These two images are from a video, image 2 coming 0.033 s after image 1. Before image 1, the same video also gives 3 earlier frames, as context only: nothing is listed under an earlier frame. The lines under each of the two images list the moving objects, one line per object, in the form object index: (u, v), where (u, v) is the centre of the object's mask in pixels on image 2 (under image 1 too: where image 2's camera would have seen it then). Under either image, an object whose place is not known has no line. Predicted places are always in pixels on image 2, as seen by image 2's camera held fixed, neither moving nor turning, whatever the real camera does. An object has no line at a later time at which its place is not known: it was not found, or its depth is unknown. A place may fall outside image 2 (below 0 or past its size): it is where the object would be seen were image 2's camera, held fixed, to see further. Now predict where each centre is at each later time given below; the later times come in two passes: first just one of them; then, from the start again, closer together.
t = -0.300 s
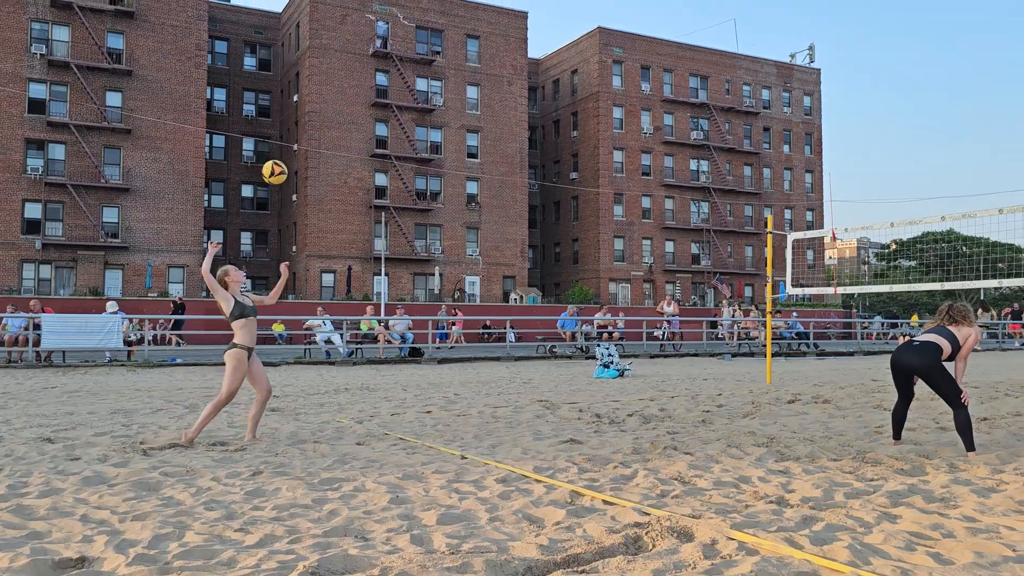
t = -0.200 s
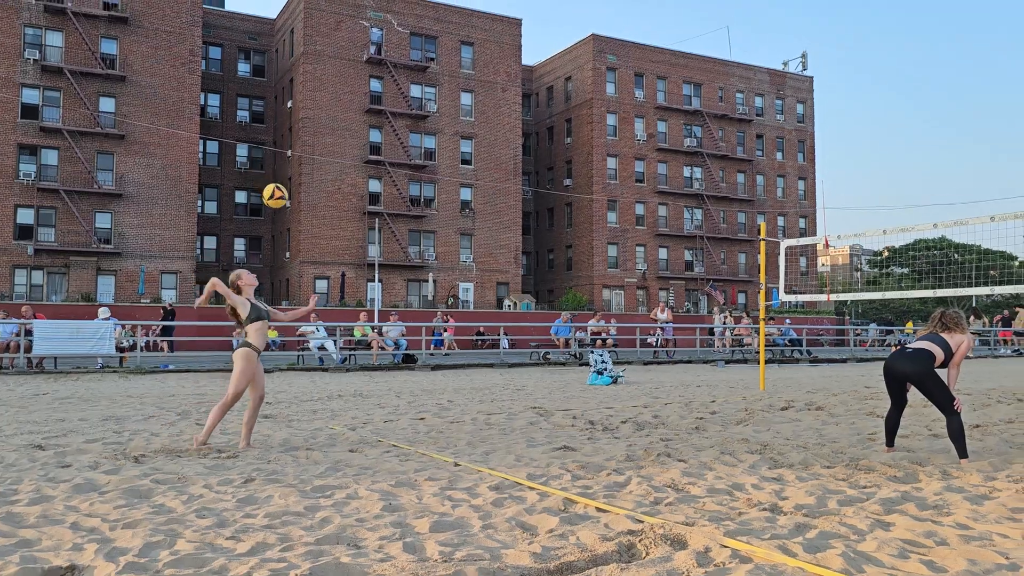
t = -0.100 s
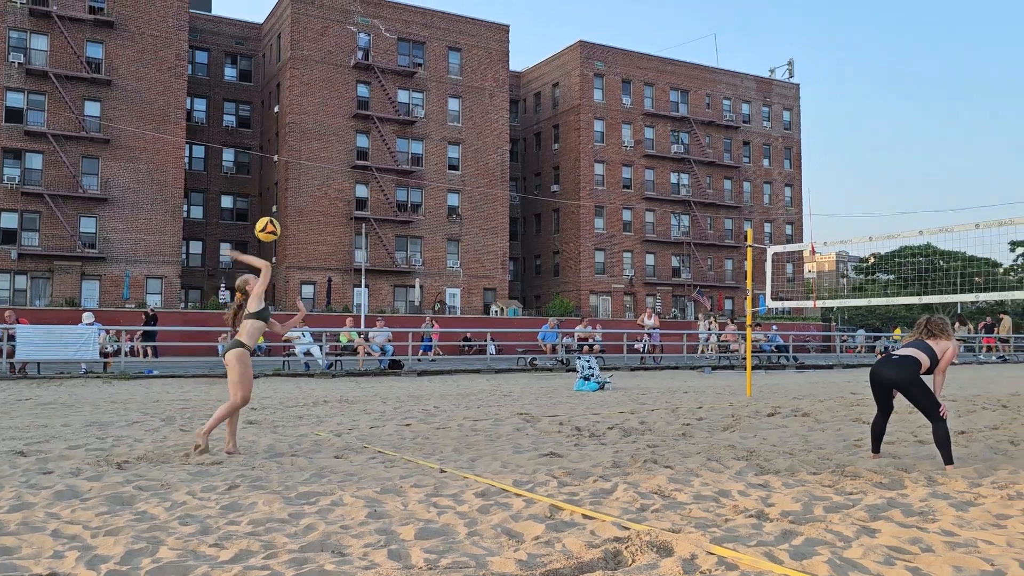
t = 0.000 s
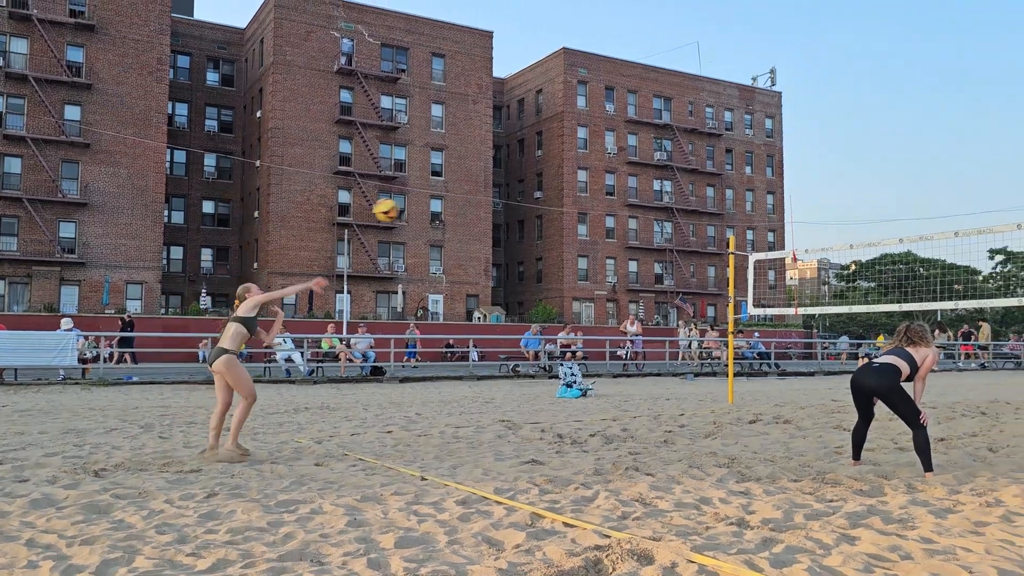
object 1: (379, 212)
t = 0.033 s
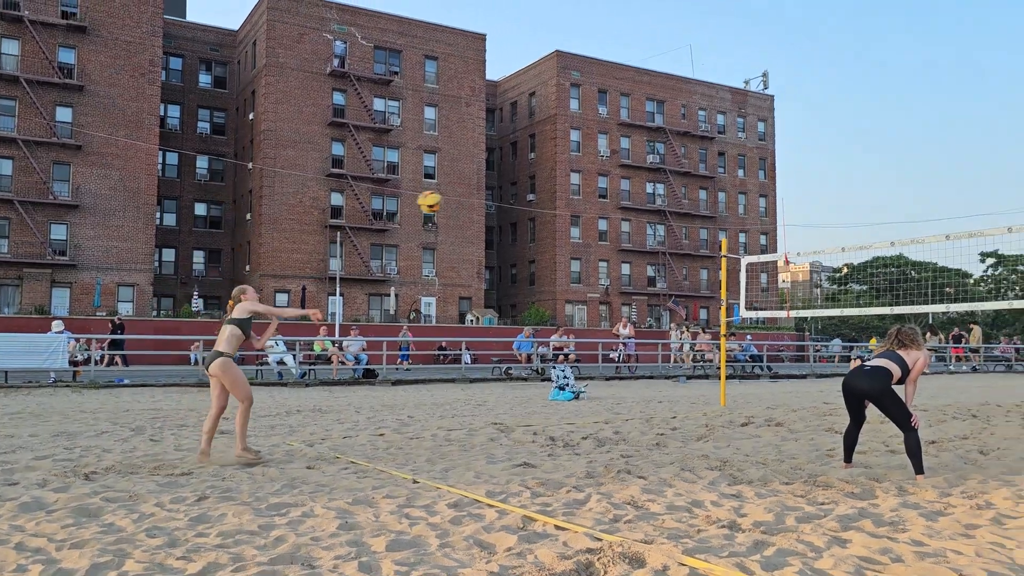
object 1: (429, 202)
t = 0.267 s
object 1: (719, 174)
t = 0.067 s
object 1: (478, 193)
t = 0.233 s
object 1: (684, 174)
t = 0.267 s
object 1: (719, 174)
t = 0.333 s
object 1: (785, 176)
